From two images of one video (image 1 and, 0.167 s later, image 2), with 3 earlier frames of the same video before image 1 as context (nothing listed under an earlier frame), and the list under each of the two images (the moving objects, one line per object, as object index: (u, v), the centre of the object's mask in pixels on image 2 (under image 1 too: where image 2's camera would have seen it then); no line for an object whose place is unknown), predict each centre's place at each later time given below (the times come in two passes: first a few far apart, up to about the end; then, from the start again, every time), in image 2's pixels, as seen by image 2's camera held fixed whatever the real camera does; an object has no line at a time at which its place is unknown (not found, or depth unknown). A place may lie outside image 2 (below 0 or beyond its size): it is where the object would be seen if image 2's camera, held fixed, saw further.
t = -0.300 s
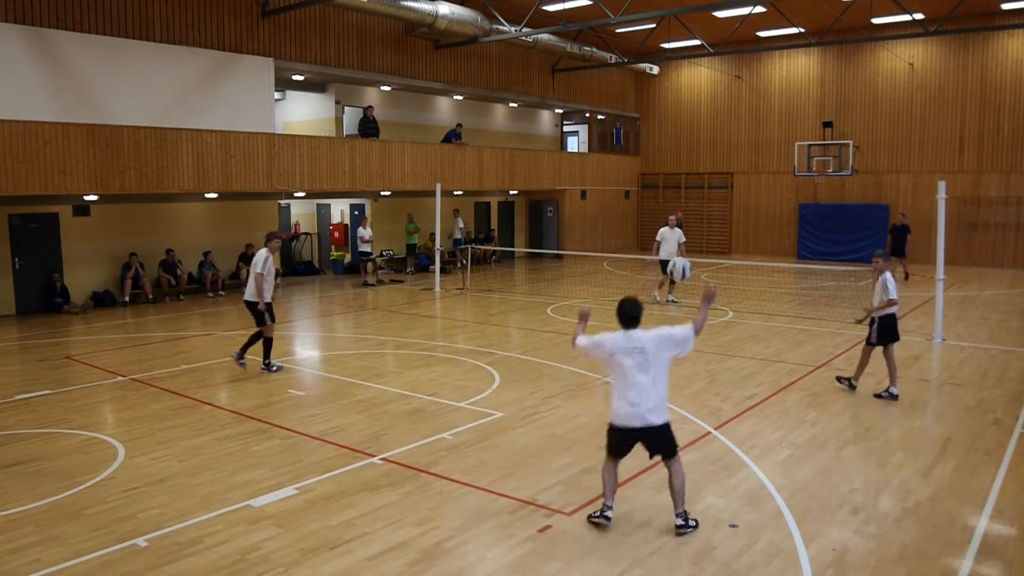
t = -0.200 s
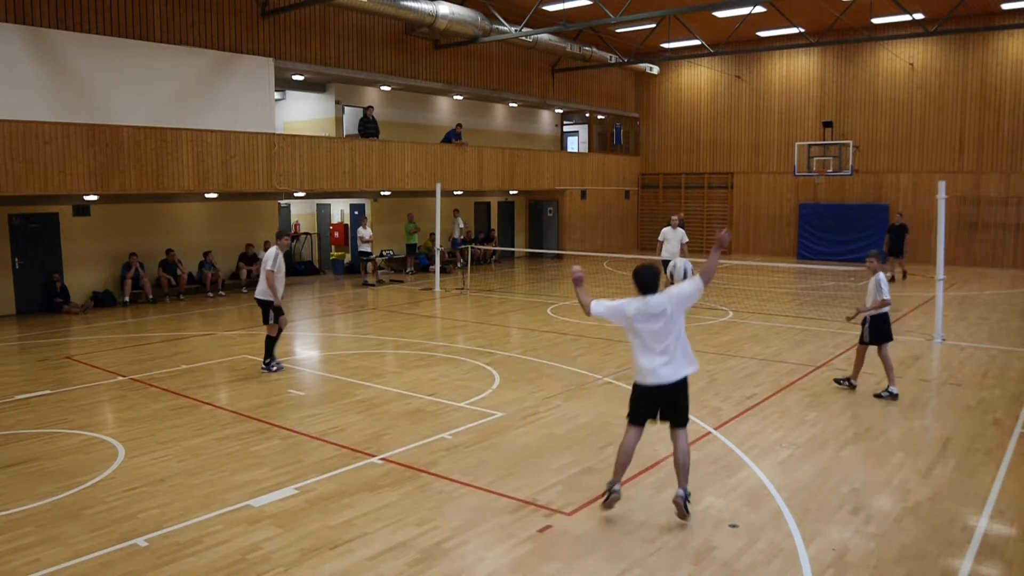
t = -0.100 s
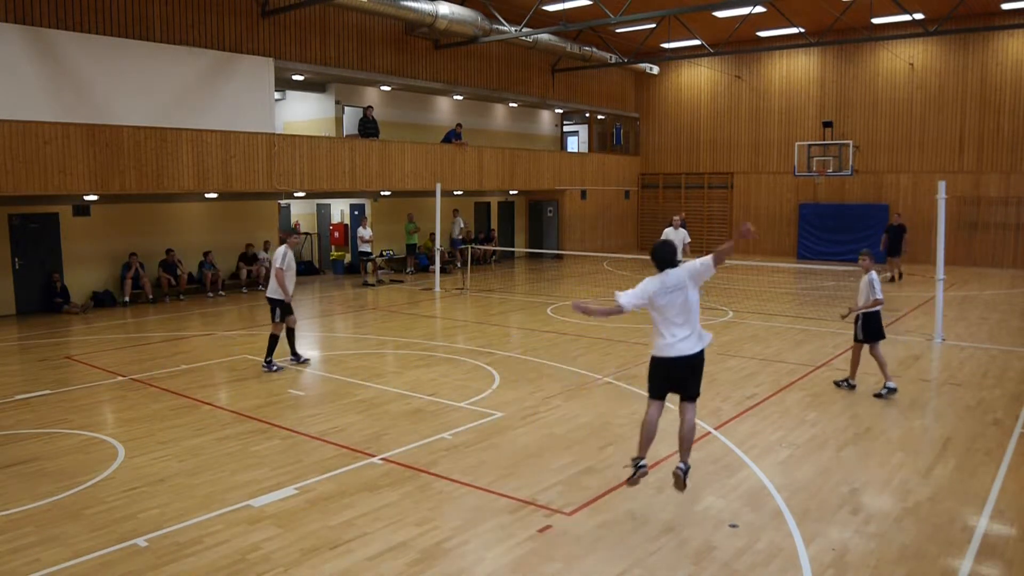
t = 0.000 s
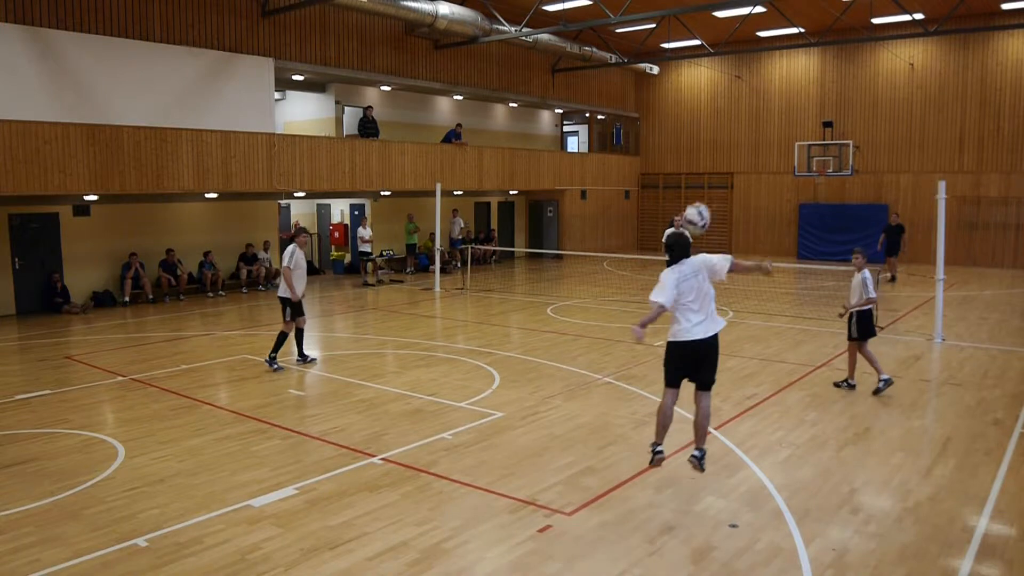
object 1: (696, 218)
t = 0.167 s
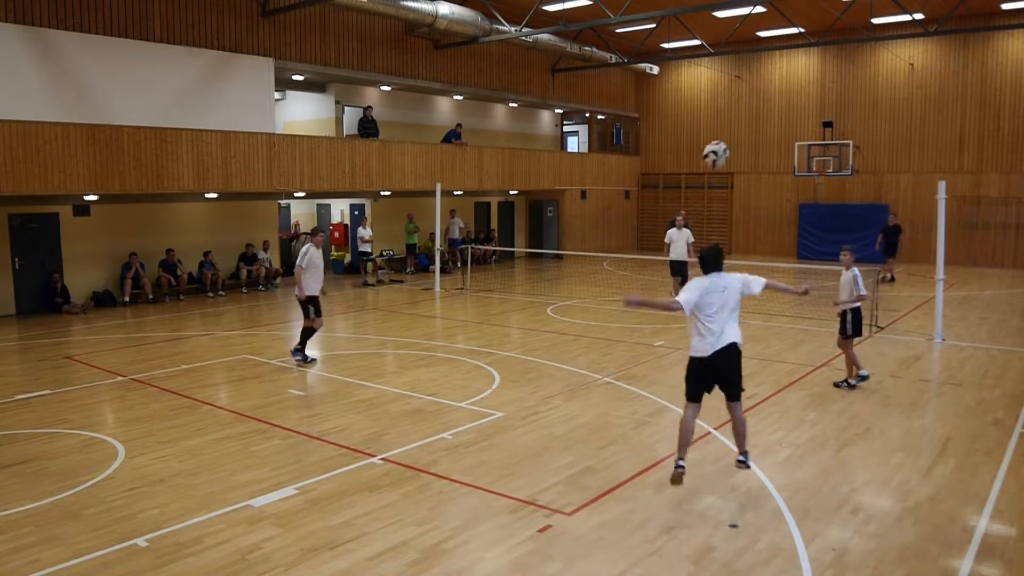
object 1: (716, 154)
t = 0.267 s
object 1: (726, 134)
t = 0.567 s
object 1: (748, 140)
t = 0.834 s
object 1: (760, 205)
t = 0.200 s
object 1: (719, 145)
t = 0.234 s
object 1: (723, 139)
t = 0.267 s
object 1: (726, 134)
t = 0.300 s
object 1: (729, 130)
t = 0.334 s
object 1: (731, 128)
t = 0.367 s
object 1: (735, 127)
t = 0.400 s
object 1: (737, 126)
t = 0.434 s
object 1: (739, 127)
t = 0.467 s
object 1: (741, 129)
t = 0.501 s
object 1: (744, 131)
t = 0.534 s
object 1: (746, 135)
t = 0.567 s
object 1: (748, 140)
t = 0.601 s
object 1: (750, 145)
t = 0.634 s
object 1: (752, 151)
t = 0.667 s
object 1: (753, 158)
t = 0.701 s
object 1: (755, 166)
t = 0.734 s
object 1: (757, 175)
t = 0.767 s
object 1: (758, 184)
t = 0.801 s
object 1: (760, 194)
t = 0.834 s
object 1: (760, 205)
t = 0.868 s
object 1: (762, 215)
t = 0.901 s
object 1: (763, 227)
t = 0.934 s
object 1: (764, 239)
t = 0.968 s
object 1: (765, 250)
